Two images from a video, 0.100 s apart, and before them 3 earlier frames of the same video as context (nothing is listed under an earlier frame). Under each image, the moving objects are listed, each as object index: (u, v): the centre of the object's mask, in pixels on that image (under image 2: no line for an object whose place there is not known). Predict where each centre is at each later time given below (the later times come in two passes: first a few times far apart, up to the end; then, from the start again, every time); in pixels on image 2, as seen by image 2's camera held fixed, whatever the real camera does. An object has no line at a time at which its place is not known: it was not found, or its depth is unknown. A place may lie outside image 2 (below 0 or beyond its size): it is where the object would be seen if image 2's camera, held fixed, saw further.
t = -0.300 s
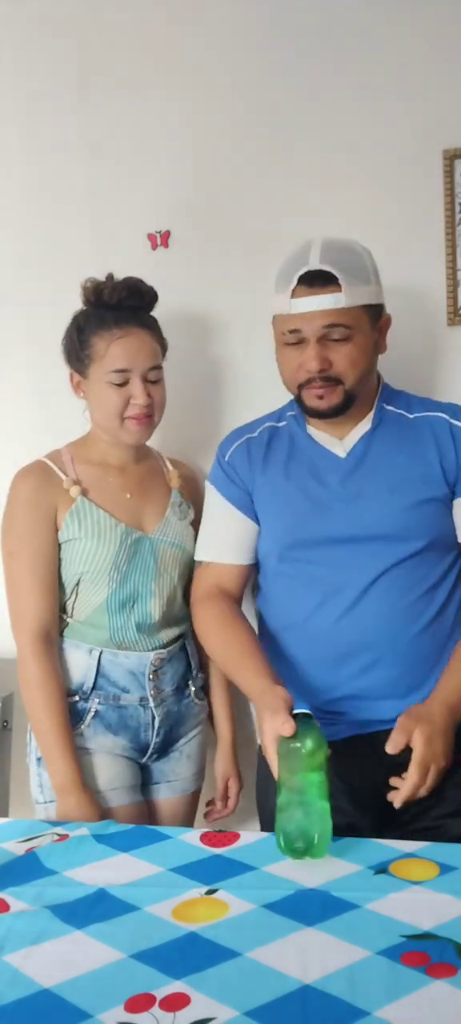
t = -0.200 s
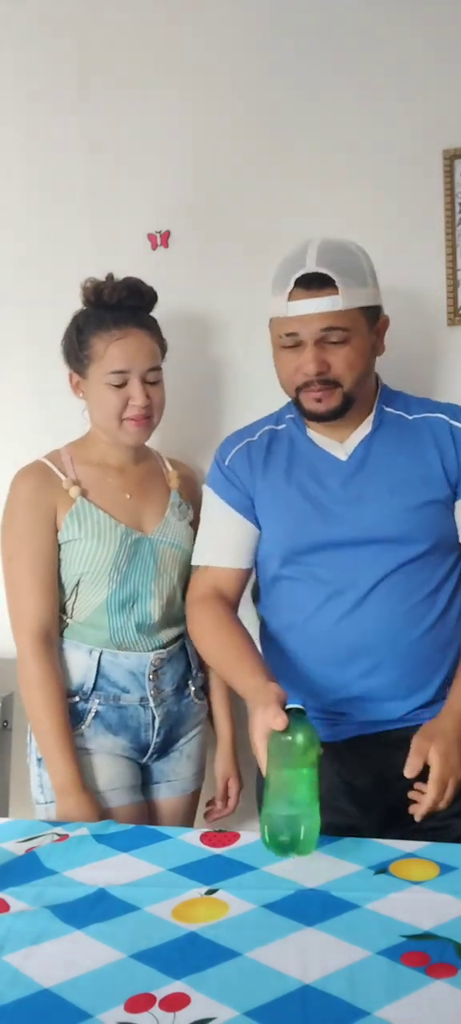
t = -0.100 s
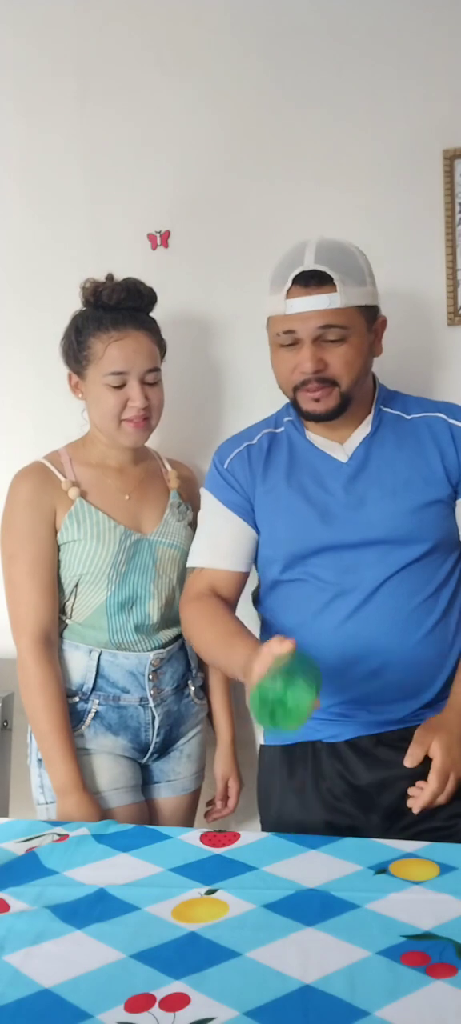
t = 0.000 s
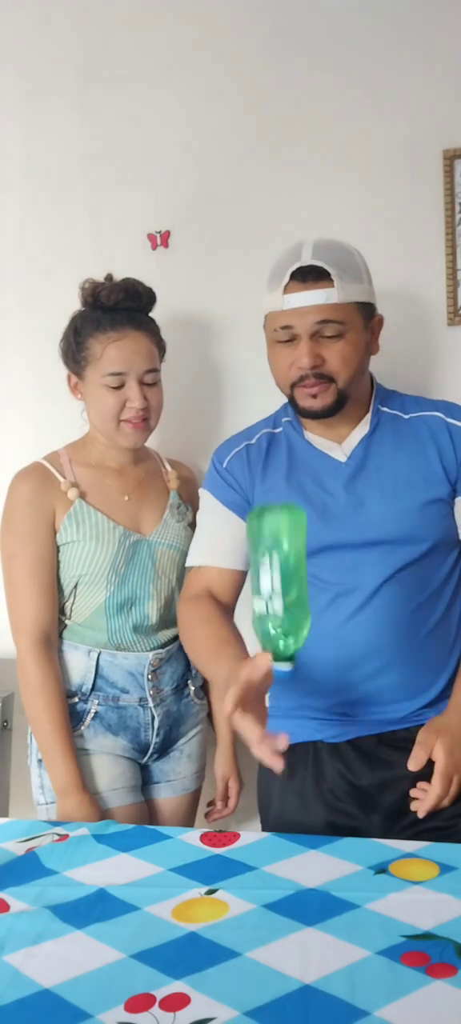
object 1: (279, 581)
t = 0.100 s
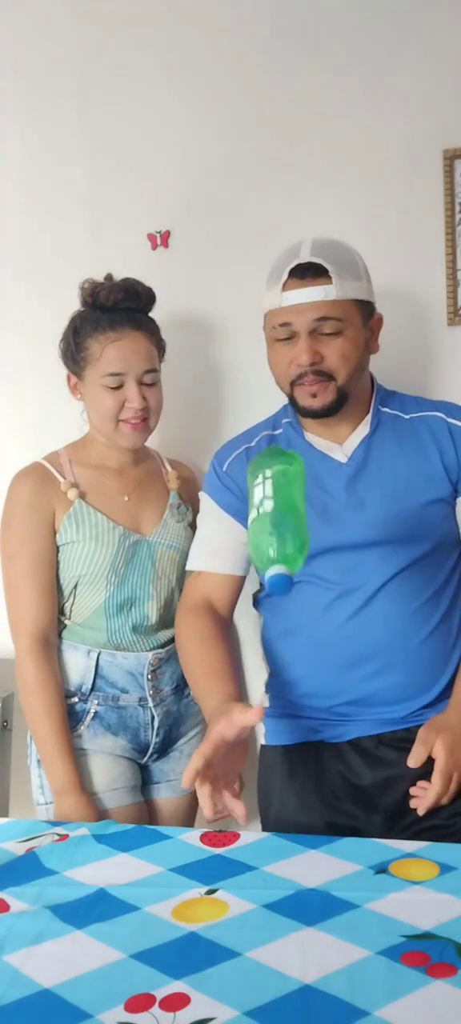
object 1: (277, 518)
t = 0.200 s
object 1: (274, 530)
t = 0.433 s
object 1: (285, 805)
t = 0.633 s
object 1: (329, 831)
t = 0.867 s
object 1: (341, 840)
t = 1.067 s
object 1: (343, 840)
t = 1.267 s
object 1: (348, 842)
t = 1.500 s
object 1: (354, 843)
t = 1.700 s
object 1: (354, 843)
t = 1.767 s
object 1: (352, 843)
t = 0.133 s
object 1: (277, 512)
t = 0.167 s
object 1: (276, 515)
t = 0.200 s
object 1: (274, 530)
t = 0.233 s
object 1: (276, 553)
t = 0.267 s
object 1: (277, 587)
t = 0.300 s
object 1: (277, 629)
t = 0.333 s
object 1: (278, 682)
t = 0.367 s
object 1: (281, 747)
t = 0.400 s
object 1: (282, 813)
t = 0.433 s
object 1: (285, 805)
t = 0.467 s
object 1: (293, 814)
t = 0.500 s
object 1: (297, 815)
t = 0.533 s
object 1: (302, 815)
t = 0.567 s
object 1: (310, 816)
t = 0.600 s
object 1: (320, 817)
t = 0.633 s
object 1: (329, 831)
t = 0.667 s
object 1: (333, 843)
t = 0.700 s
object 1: (337, 841)
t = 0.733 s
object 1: (339, 840)
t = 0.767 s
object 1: (339, 840)
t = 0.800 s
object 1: (339, 840)
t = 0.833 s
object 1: (340, 840)
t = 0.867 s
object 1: (341, 840)
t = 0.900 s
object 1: (341, 840)
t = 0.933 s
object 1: (341, 840)
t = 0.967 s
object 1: (341, 840)
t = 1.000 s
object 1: (341, 840)
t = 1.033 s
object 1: (342, 840)
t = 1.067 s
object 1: (343, 840)
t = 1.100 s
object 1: (344, 840)
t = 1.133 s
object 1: (345, 840)
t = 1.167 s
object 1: (346, 840)
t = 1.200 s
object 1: (346, 841)
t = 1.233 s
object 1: (347, 841)
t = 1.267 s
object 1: (348, 842)
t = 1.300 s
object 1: (348, 842)
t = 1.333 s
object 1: (349, 842)
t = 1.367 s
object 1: (351, 842)
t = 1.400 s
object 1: (352, 843)
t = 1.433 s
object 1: (353, 843)
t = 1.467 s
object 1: (354, 843)
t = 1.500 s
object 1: (354, 843)
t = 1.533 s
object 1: (354, 843)
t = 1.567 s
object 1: (354, 843)
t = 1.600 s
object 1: (354, 843)
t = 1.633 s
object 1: (355, 843)
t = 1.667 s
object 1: (354, 843)
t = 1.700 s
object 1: (354, 843)
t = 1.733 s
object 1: (353, 843)
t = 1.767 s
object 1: (352, 843)
